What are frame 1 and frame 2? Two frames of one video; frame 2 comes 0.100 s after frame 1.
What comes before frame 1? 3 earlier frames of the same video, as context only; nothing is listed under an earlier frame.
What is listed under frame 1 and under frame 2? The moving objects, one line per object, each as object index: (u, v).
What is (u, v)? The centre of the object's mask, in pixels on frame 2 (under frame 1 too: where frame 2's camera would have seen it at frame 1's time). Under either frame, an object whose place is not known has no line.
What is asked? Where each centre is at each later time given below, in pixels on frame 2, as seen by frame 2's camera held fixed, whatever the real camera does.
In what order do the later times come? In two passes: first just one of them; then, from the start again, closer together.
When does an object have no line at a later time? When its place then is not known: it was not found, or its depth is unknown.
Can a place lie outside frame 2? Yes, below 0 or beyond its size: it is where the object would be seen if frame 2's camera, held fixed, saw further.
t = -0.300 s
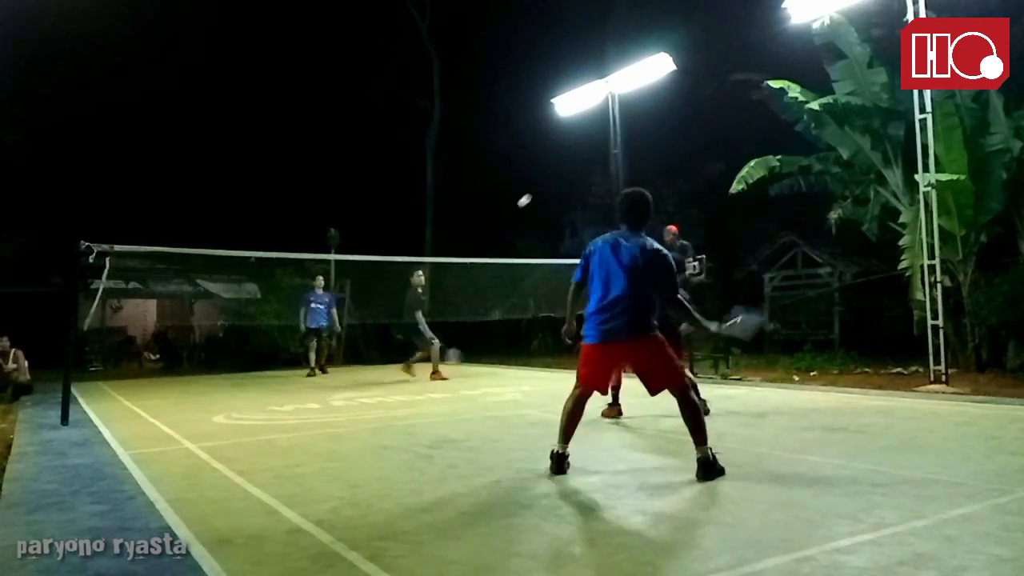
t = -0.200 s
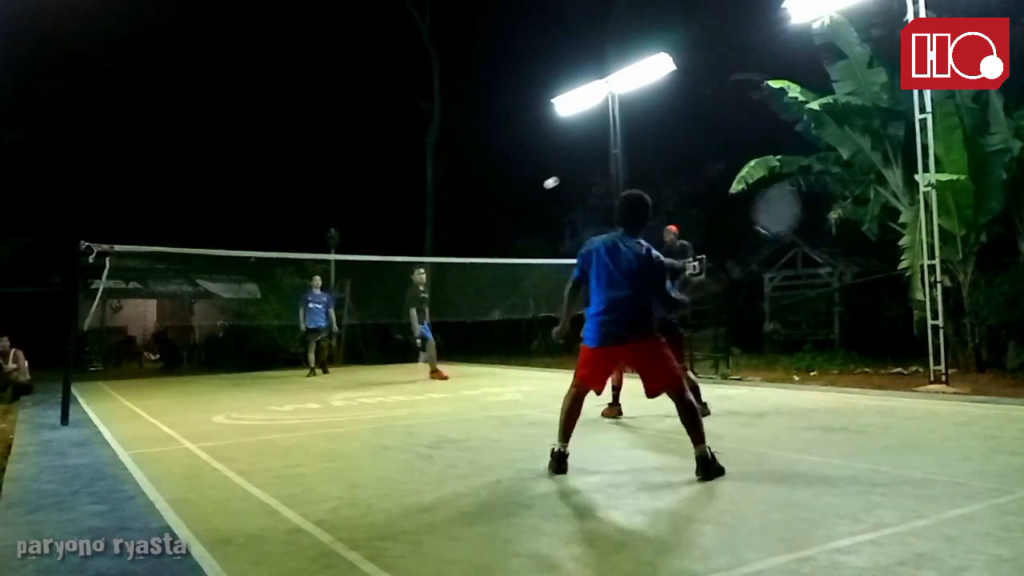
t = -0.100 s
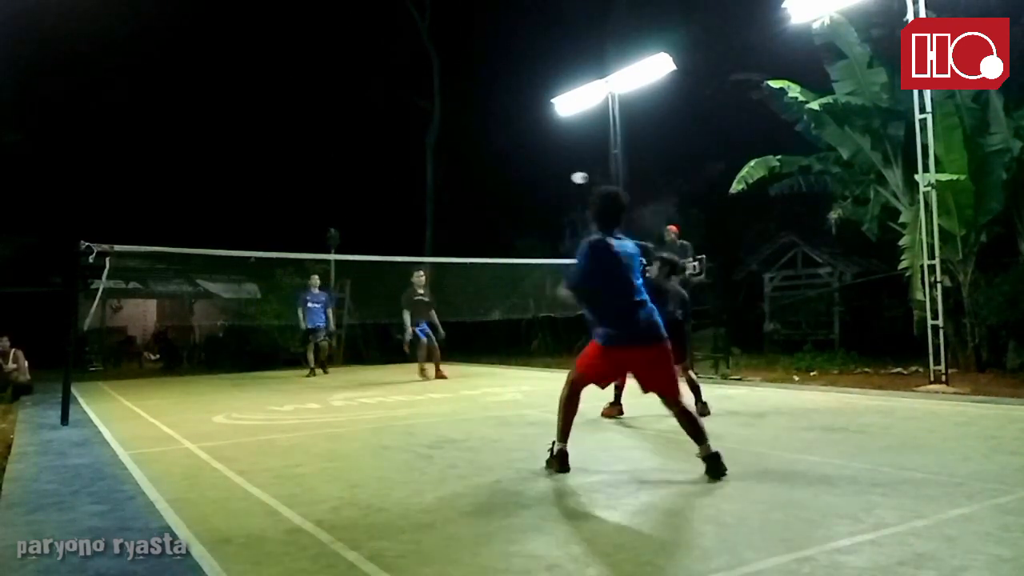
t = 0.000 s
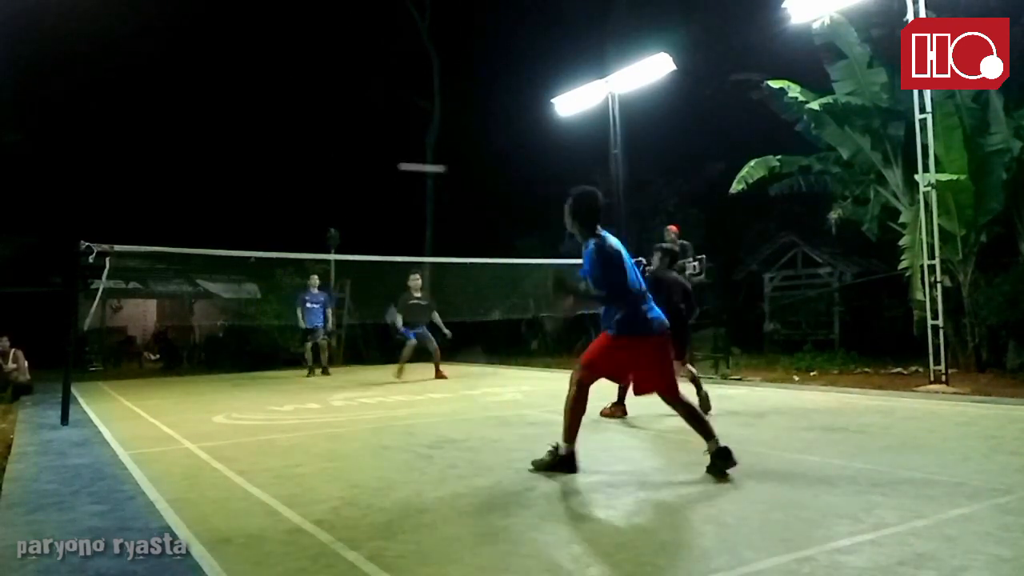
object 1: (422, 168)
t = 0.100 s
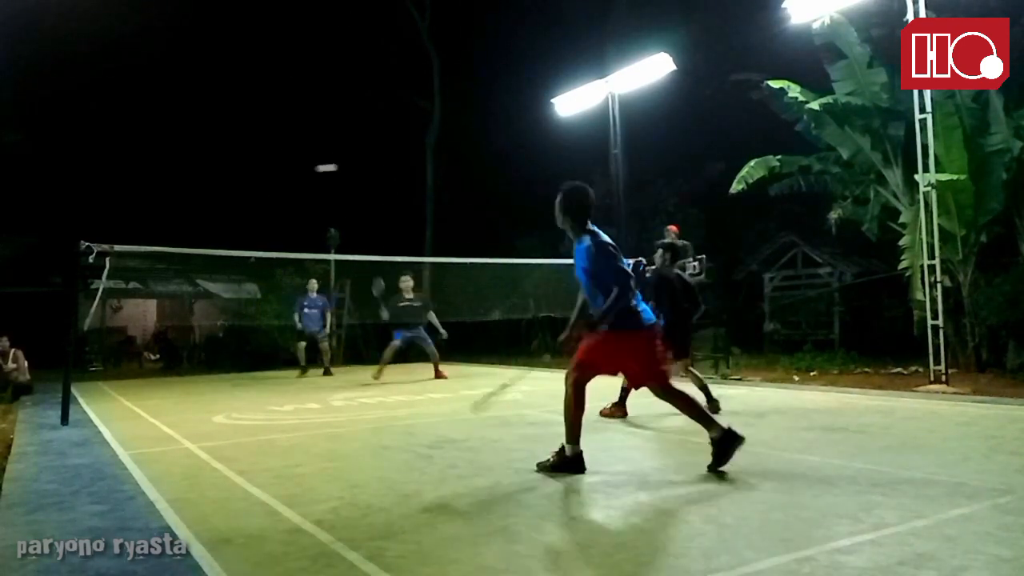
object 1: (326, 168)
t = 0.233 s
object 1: (270, 180)
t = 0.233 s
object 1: (270, 180)
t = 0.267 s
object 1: (260, 184)
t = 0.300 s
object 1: (252, 189)
